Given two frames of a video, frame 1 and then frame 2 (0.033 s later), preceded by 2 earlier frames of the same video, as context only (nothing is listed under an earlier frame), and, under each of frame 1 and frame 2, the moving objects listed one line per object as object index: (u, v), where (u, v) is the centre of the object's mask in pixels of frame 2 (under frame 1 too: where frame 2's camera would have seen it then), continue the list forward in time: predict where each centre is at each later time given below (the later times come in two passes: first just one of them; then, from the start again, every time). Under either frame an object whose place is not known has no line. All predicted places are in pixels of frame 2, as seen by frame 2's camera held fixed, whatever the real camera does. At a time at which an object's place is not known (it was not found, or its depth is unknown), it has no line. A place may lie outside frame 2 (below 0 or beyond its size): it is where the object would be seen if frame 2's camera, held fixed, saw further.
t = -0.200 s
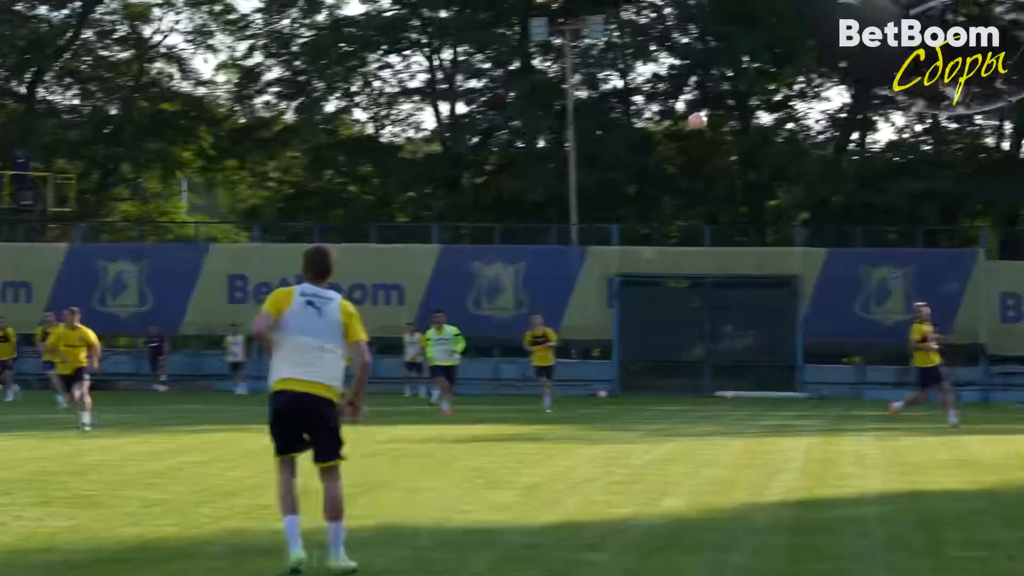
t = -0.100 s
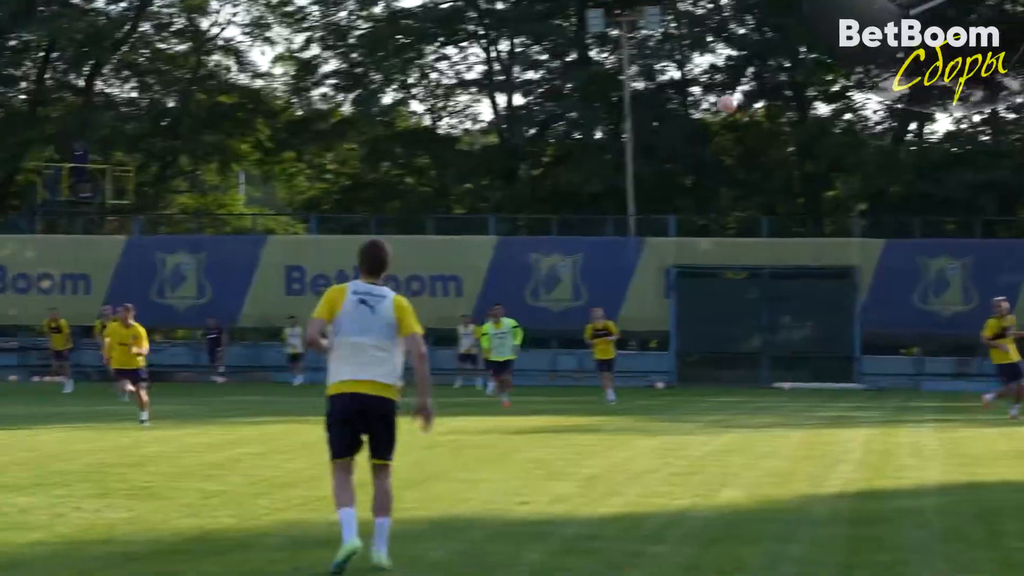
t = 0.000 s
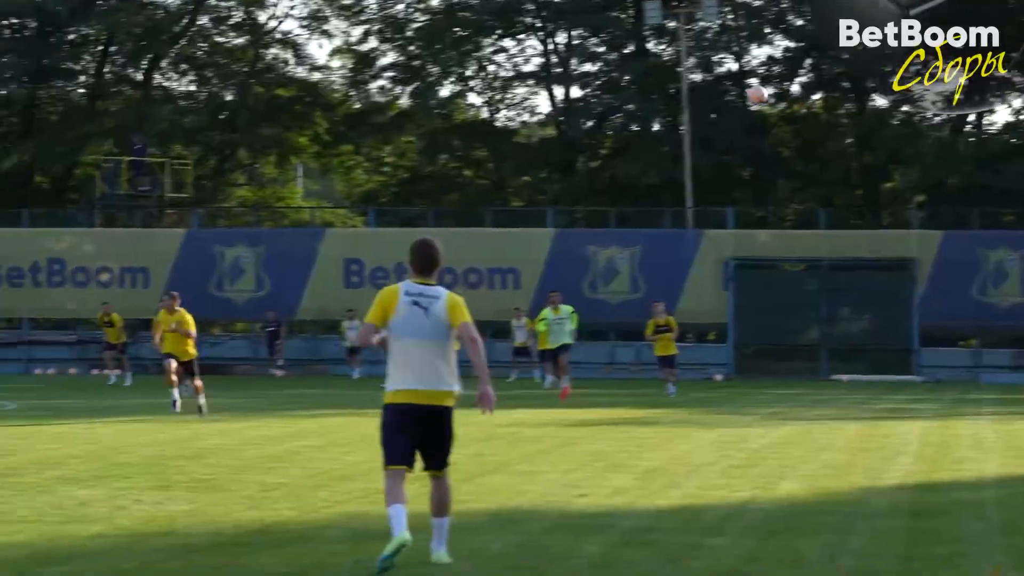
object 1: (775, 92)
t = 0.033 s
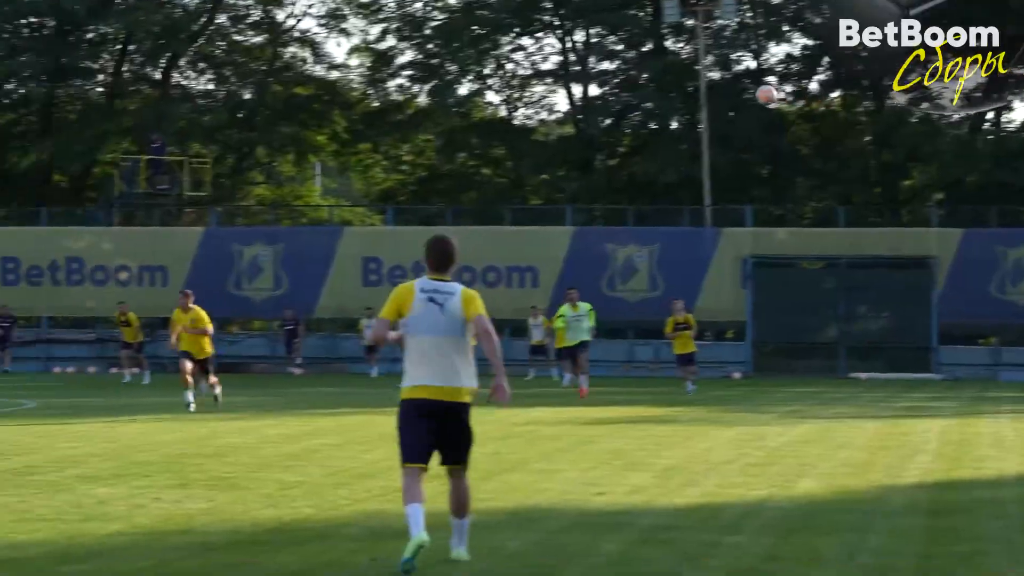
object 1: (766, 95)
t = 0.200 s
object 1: (719, 120)
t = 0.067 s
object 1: (757, 98)
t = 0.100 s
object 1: (747, 102)
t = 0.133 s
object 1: (738, 108)
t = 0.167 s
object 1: (728, 113)
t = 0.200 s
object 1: (719, 120)
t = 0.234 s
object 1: (710, 128)
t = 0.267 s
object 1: (700, 138)
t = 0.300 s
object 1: (691, 150)
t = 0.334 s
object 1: (681, 163)
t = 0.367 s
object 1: (671, 177)
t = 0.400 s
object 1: (661, 192)
